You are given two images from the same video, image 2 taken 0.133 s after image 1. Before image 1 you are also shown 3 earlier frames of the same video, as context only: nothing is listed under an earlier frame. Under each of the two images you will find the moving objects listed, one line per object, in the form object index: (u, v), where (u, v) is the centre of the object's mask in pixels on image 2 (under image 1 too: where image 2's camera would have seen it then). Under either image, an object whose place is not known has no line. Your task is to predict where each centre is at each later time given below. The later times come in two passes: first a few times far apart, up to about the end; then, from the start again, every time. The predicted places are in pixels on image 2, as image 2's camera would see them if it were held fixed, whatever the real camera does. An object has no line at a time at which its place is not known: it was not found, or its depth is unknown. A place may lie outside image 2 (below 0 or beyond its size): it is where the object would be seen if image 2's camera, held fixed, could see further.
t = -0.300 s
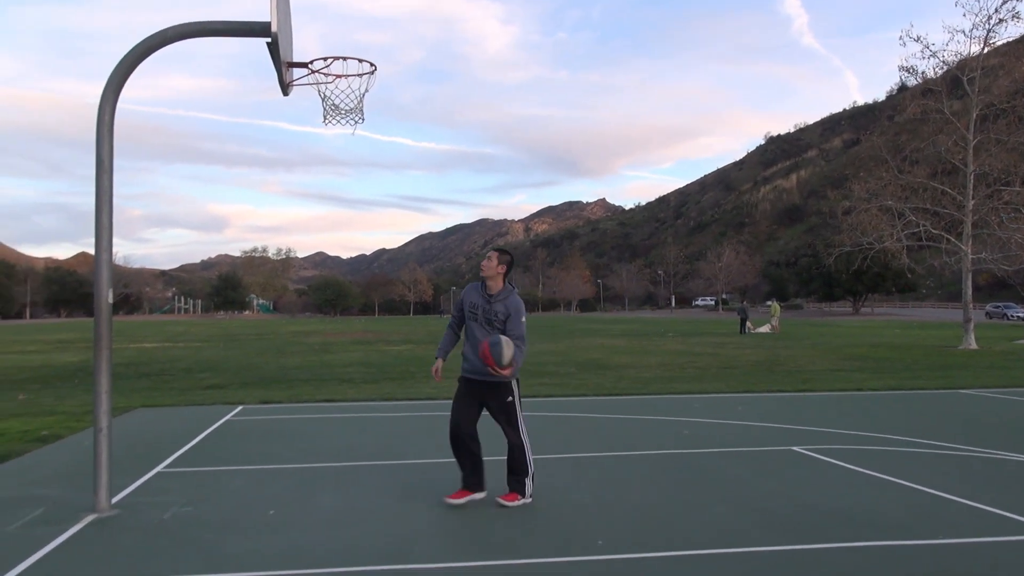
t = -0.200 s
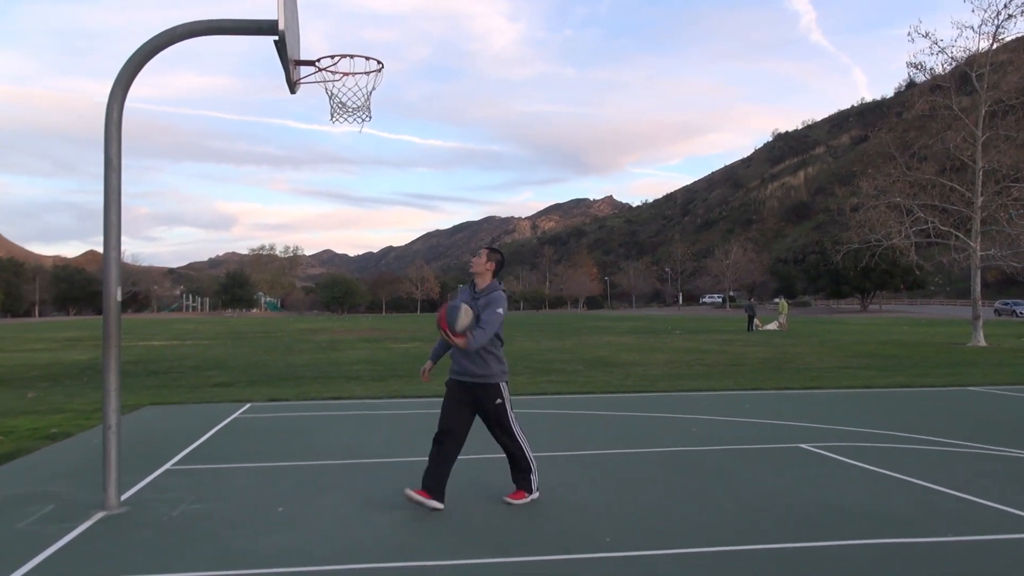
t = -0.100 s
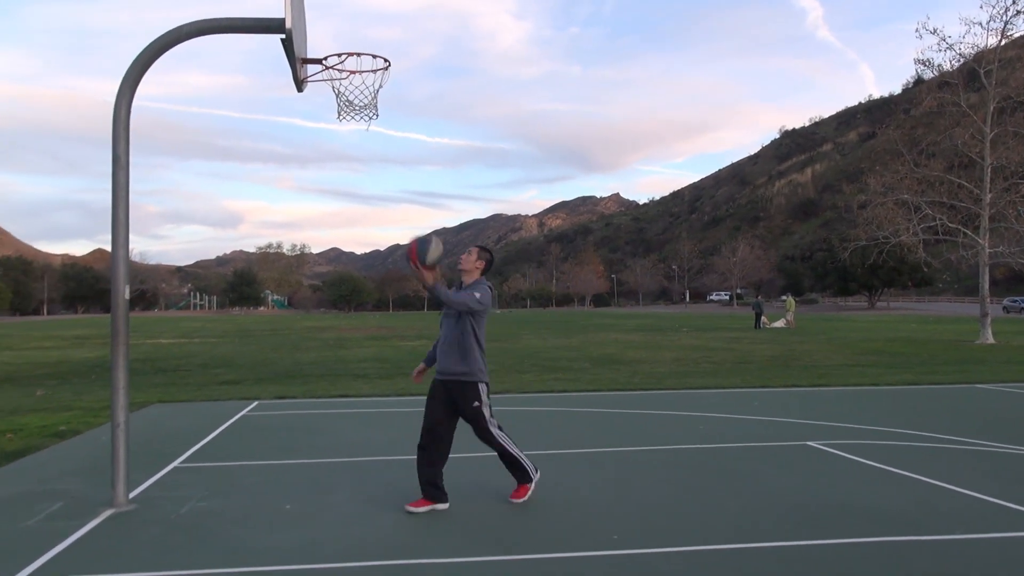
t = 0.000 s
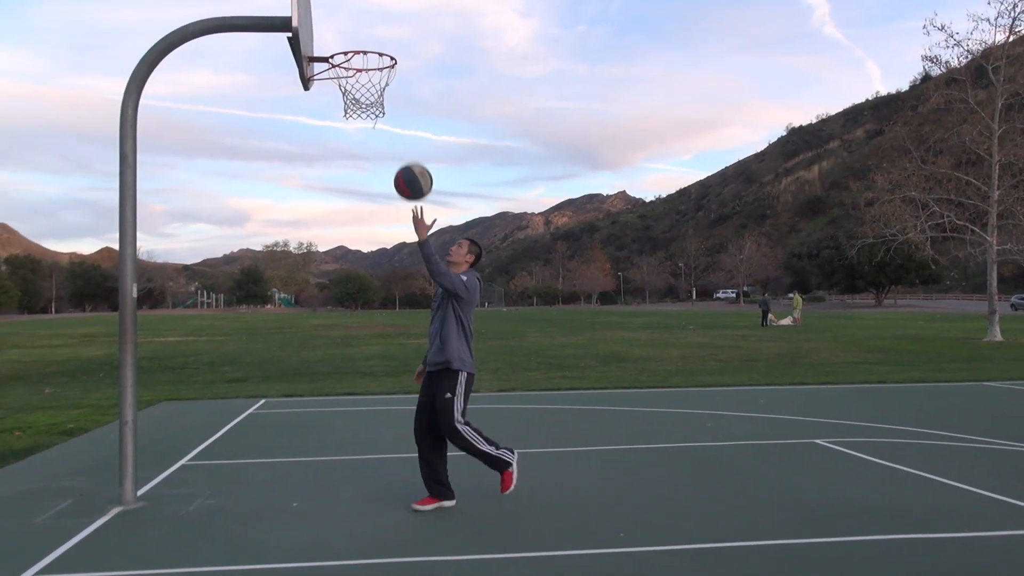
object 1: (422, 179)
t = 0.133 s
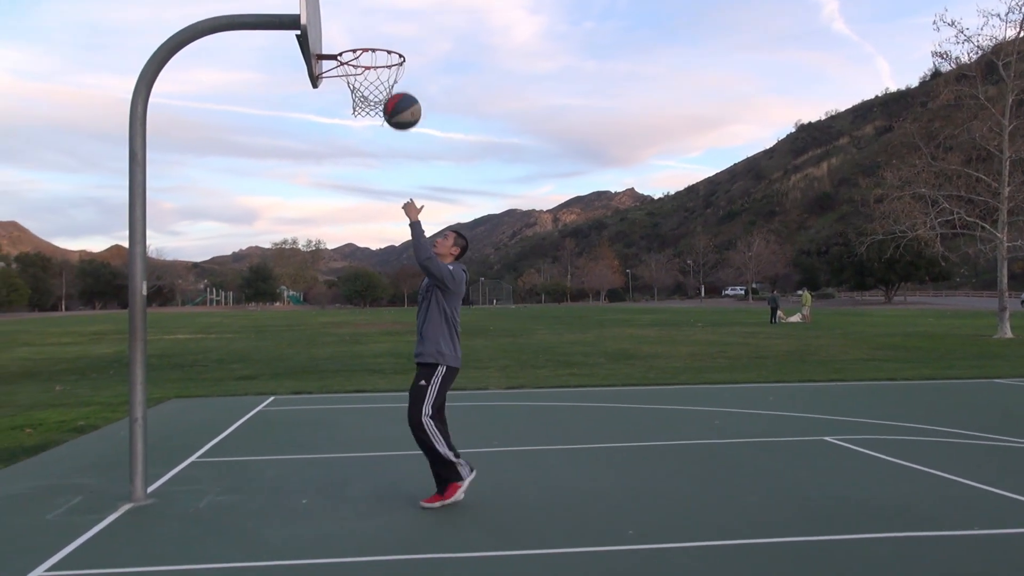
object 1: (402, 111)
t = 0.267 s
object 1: (384, 73)
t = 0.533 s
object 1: (349, 78)
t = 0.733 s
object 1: (323, 151)
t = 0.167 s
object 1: (397, 99)
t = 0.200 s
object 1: (393, 88)
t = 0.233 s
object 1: (388, 80)
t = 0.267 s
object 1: (384, 73)
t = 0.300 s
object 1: (379, 68)
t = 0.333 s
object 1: (375, 64)
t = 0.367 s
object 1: (370, 63)
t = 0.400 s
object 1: (366, 62)
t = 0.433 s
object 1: (362, 64)
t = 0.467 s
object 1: (357, 67)
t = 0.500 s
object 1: (353, 71)
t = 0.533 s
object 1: (349, 78)
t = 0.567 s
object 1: (344, 86)
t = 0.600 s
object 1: (340, 96)
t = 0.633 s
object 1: (336, 107)
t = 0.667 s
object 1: (332, 120)
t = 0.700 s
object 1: (328, 135)
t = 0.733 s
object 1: (323, 151)
